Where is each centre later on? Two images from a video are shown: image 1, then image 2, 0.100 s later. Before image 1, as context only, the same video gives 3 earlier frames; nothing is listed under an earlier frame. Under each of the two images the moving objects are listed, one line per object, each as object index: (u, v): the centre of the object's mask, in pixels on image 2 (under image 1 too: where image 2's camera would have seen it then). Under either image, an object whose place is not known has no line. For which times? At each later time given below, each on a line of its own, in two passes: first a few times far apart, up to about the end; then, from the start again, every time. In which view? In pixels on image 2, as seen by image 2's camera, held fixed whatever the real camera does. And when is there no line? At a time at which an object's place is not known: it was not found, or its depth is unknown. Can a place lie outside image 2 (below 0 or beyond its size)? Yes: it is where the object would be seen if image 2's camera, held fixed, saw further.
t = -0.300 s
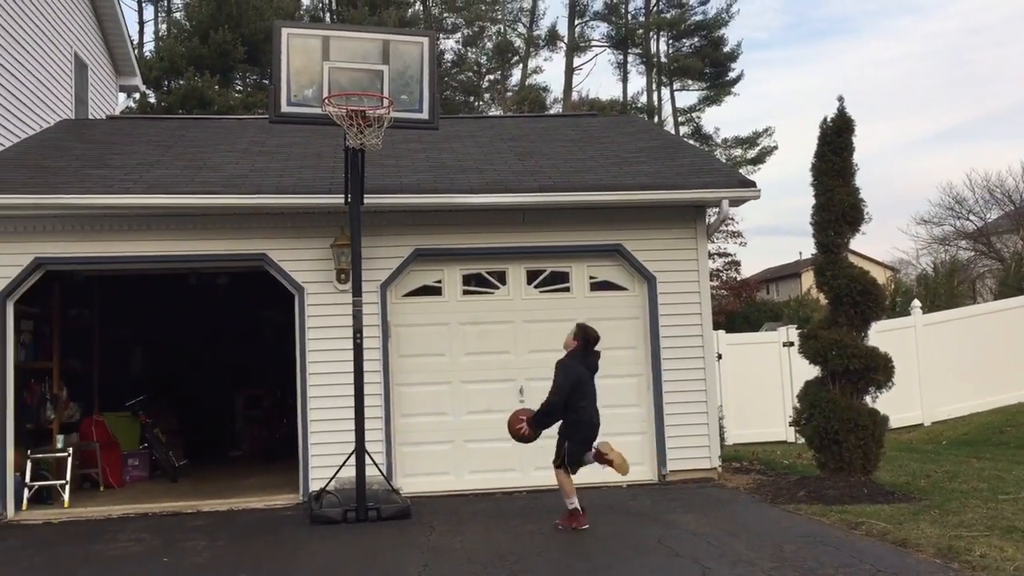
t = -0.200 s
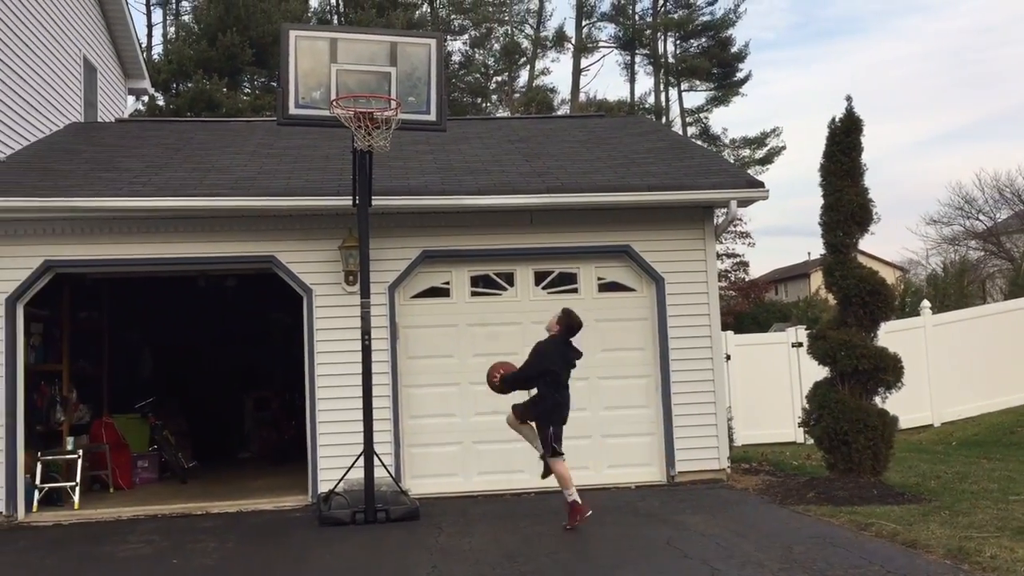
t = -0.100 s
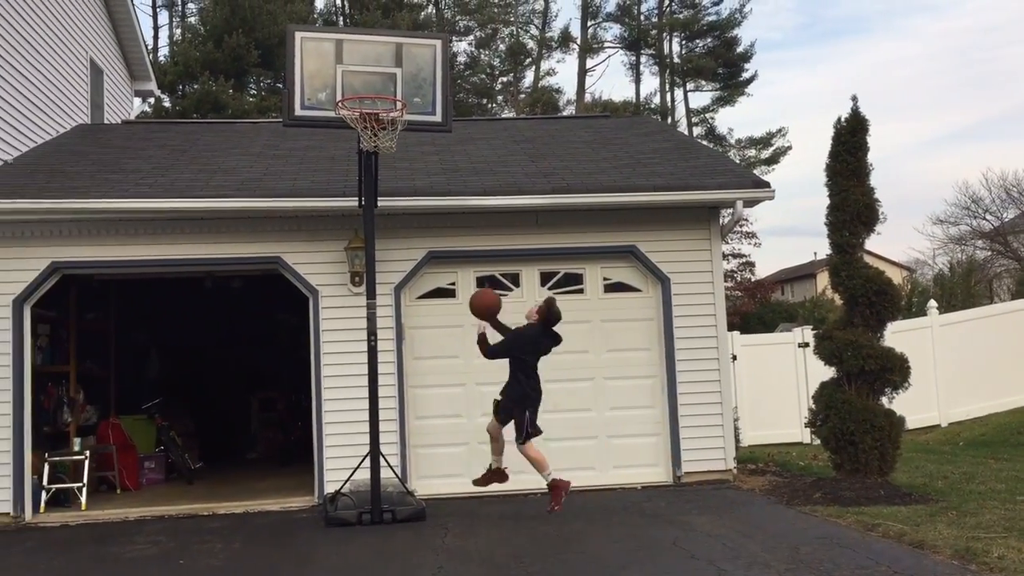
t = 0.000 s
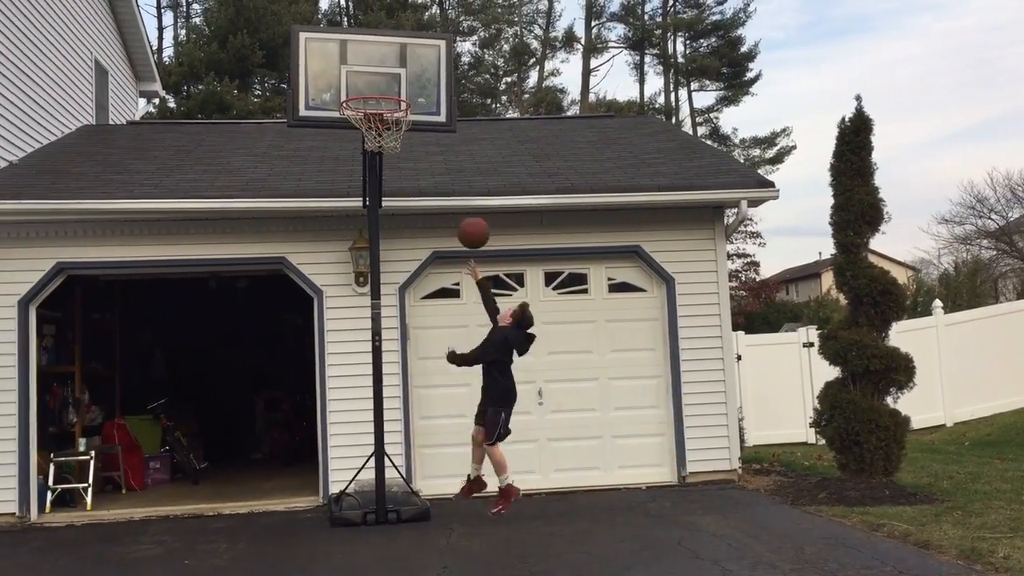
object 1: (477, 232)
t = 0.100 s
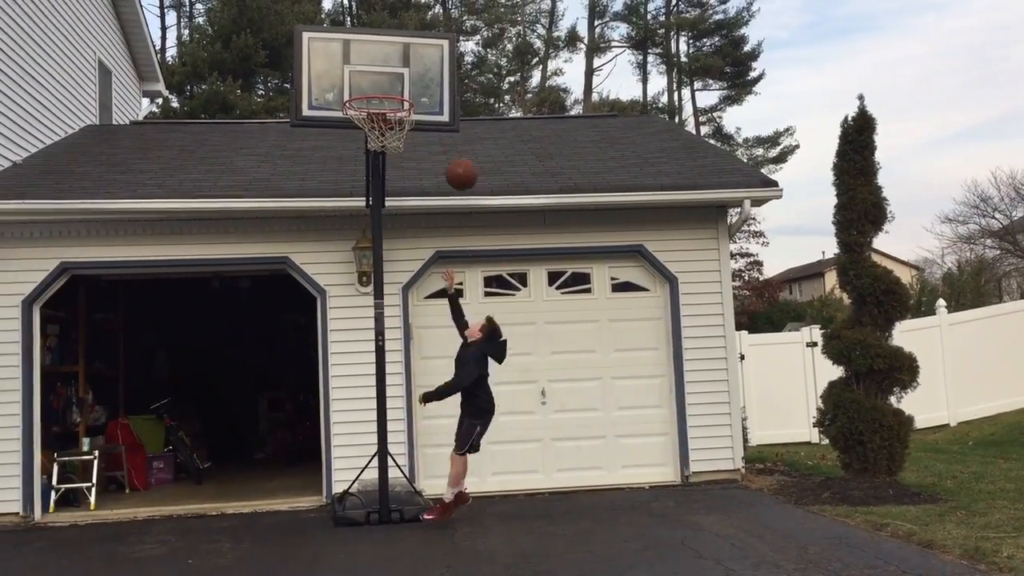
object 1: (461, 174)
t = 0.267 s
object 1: (438, 105)
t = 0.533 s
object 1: (405, 68)
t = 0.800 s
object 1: (379, 83)
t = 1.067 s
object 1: (365, 98)
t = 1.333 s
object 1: (368, 152)
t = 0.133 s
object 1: (457, 157)
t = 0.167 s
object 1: (452, 142)
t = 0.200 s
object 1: (447, 129)
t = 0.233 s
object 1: (443, 116)
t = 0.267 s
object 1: (438, 105)
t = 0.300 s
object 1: (433, 95)
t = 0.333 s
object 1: (429, 87)
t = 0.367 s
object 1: (425, 81)
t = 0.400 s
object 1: (421, 75)
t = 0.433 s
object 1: (417, 71)
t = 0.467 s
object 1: (412, 68)
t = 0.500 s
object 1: (409, 68)
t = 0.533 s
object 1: (405, 68)
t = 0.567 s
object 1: (401, 69)
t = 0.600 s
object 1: (397, 72)
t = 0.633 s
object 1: (394, 77)
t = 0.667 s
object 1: (390, 82)
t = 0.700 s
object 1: (388, 86)
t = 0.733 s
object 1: (384, 93)
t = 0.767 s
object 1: (382, 86)
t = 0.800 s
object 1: (379, 83)
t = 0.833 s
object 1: (378, 80)
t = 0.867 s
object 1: (376, 79)
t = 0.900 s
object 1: (374, 79)
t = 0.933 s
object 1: (372, 79)
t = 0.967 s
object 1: (370, 81)
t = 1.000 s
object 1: (369, 84)
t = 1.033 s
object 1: (367, 91)
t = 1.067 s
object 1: (365, 98)
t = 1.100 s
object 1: (364, 108)
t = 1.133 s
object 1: (361, 116)
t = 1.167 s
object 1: (360, 124)
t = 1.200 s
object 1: (357, 129)
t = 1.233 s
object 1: (359, 134)
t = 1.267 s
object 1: (363, 146)
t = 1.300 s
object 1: (365, 149)
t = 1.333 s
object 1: (368, 152)
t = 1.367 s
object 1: (372, 157)
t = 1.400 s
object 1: (376, 164)
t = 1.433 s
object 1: (380, 175)
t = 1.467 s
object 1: (383, 187)
